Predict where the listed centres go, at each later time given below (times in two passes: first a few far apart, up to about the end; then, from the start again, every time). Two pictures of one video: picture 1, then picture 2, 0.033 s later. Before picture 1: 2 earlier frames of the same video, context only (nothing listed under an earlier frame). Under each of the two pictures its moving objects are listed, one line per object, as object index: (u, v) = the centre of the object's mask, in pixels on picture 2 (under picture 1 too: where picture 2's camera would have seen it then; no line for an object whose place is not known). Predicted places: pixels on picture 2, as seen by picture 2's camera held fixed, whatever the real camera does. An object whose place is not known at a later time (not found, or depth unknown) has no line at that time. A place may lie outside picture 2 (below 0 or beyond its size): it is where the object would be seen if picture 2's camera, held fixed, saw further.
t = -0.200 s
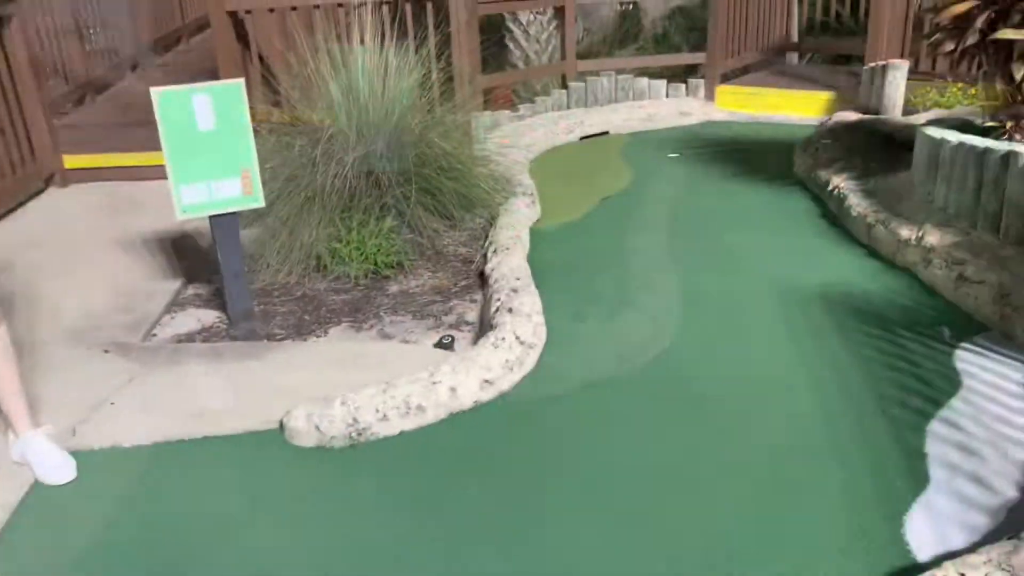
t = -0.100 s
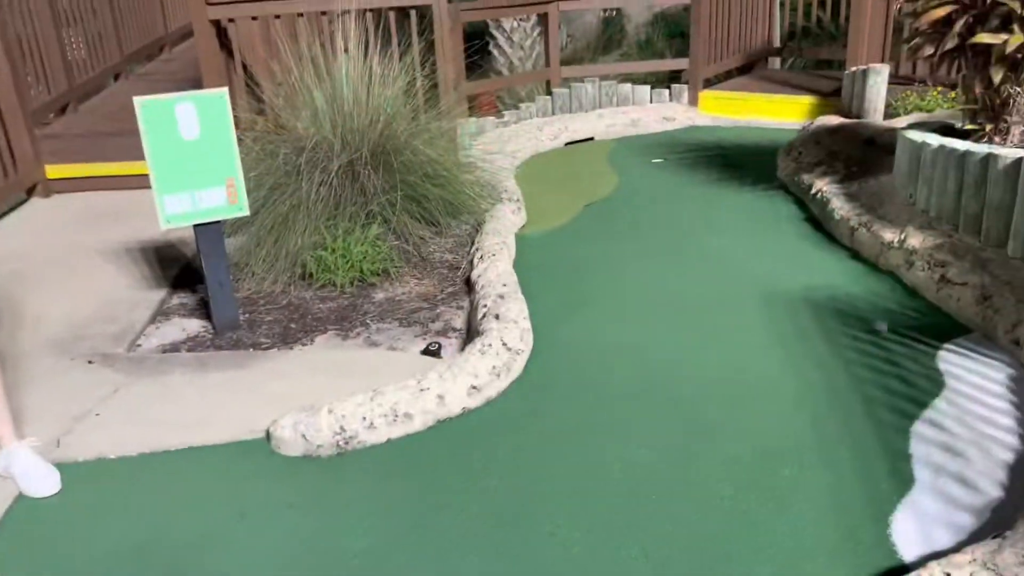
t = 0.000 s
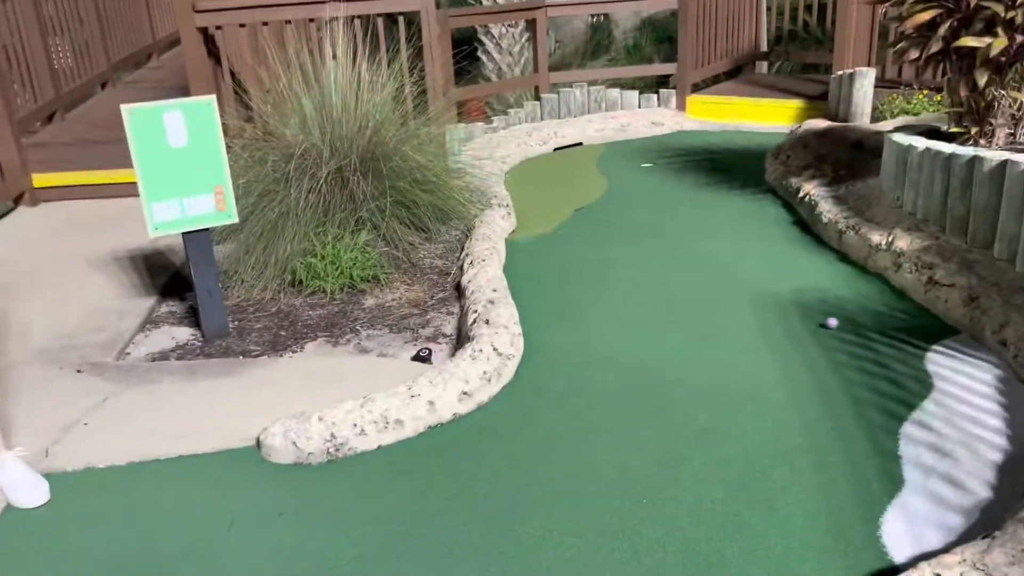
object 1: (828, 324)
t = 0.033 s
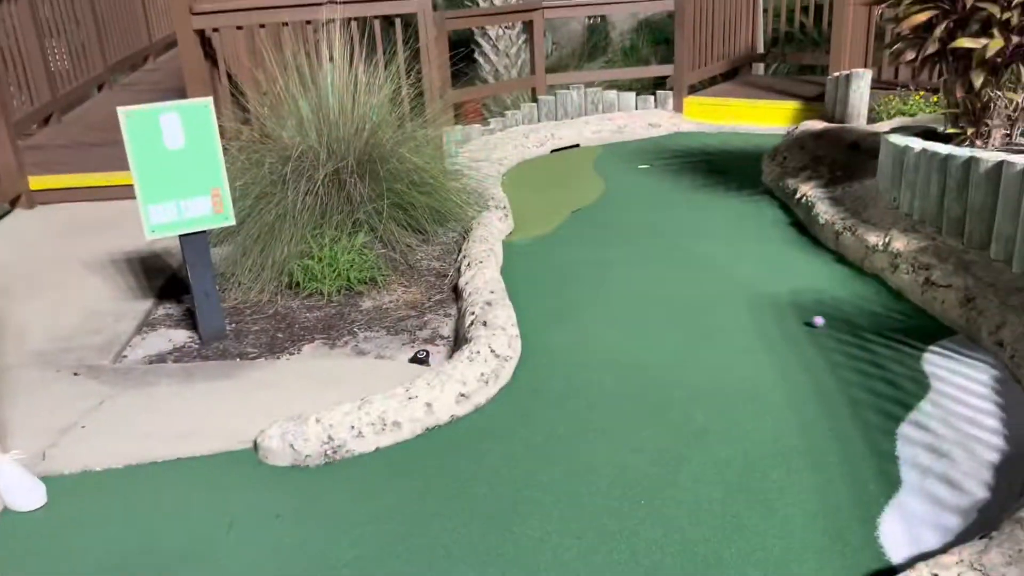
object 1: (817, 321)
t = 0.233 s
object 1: (754, 306)
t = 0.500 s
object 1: (685, 287)
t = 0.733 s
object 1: (635, 273)
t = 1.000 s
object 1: (588, 256)
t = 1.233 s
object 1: (555, 244)
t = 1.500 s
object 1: (527, 226)
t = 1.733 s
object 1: (517, 218)
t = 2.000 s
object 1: (529, 208)
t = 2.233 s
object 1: (537, 199)
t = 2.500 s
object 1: (542, 191)
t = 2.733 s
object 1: (546, 185)
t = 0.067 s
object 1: (806, 319)
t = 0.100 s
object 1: (795, 317)
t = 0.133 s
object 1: (784, 314)
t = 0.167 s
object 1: (774, 311)
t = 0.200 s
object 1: (764, 308)
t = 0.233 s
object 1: (754, 306)
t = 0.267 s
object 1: (745, 303)
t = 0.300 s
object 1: (736, 300)
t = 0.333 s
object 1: (727, 298)
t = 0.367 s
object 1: (718, 296)
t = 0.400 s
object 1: (709, 293)
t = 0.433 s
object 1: (701, 292)
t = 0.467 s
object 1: (693, 289)
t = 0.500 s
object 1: (685, 287)
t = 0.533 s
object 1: (677, 285)
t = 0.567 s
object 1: (670, 283)
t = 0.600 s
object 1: (662, 281)
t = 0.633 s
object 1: (655, 279)
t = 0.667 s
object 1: (648, 277)
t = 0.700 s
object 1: (641, 275)
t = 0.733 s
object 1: (635, 273)
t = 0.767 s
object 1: (628, 271)
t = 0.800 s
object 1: (622, 268)
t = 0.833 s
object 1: (616, 266)
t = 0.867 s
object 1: (610, 264)
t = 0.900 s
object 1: (604, 262)
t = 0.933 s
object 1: (598, 260)
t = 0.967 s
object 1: (593, 258)
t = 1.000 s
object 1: (588, 256)
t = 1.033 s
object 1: (582, 254)
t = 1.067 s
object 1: (578, 252)
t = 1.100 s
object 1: (573, 250)
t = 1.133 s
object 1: (568, 249)
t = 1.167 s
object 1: (564, 247)
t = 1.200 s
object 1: (559, 246)
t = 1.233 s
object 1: (555, 244)
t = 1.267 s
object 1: (551, 242)
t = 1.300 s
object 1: (547, 241)
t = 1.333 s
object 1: (544, 239)
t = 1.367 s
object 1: (540, 237)
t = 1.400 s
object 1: (537, 235)
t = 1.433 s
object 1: (533, 234)
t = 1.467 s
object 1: (530, 231)
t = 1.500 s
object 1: (527, 226)
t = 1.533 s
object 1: (526, 224)
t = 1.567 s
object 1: (524, 224)
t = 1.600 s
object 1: (522, 225)
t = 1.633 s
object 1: (520, 225)
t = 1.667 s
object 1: (519, 221)
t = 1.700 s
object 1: (518, 218)
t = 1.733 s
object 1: (517, 218)
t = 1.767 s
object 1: (517, 218)
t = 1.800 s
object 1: (519, 217)
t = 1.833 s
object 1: (521, 215)
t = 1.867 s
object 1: (522, 214)
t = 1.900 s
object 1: (524, 213)
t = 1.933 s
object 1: (526, 211)
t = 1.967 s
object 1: (527, 210)
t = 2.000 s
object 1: (529, 208)
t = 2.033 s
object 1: (530, 207)
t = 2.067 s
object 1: (532, 206)
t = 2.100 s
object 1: (533, 204)
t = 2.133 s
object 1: (534, 203)
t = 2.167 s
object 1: (535, 201)
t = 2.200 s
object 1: (536, 200)
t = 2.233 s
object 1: (537, 199)
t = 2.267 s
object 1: (538, 198)
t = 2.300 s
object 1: (538, 197)
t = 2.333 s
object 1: (539, 196)
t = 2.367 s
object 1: (539, 195)
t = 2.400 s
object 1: (540, 194)
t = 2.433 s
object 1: (541, 193)
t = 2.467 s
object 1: (542, 192)
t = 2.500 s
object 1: (542, 191)
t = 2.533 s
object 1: (543, 190)
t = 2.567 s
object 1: (543, 189)
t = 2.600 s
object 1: (544, 188)
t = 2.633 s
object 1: (544, 187)
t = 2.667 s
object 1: (545, 187)
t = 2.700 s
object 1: (545, 186)
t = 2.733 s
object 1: (546, 185)
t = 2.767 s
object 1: (546, 184)
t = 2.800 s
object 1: (547, 184)
